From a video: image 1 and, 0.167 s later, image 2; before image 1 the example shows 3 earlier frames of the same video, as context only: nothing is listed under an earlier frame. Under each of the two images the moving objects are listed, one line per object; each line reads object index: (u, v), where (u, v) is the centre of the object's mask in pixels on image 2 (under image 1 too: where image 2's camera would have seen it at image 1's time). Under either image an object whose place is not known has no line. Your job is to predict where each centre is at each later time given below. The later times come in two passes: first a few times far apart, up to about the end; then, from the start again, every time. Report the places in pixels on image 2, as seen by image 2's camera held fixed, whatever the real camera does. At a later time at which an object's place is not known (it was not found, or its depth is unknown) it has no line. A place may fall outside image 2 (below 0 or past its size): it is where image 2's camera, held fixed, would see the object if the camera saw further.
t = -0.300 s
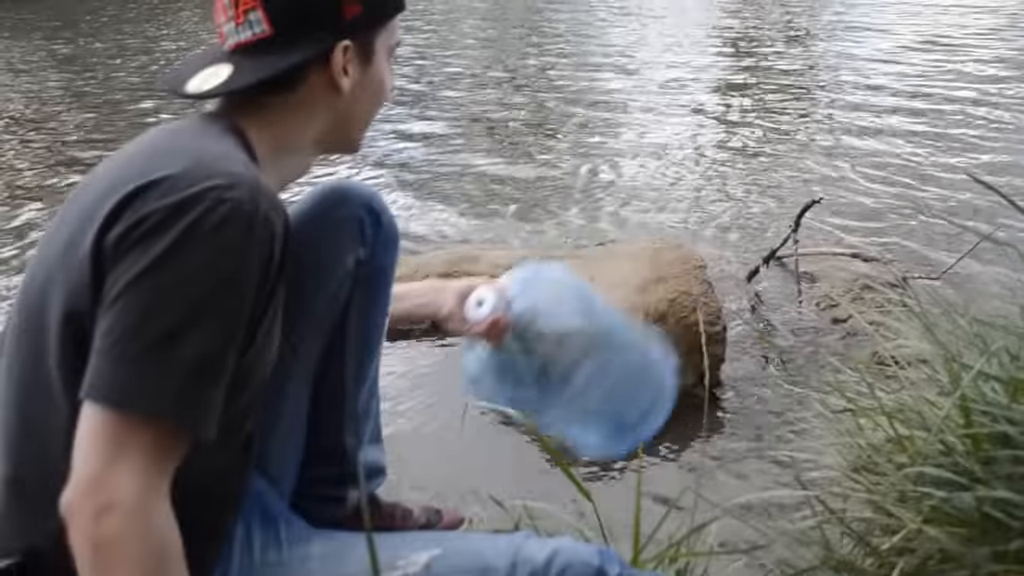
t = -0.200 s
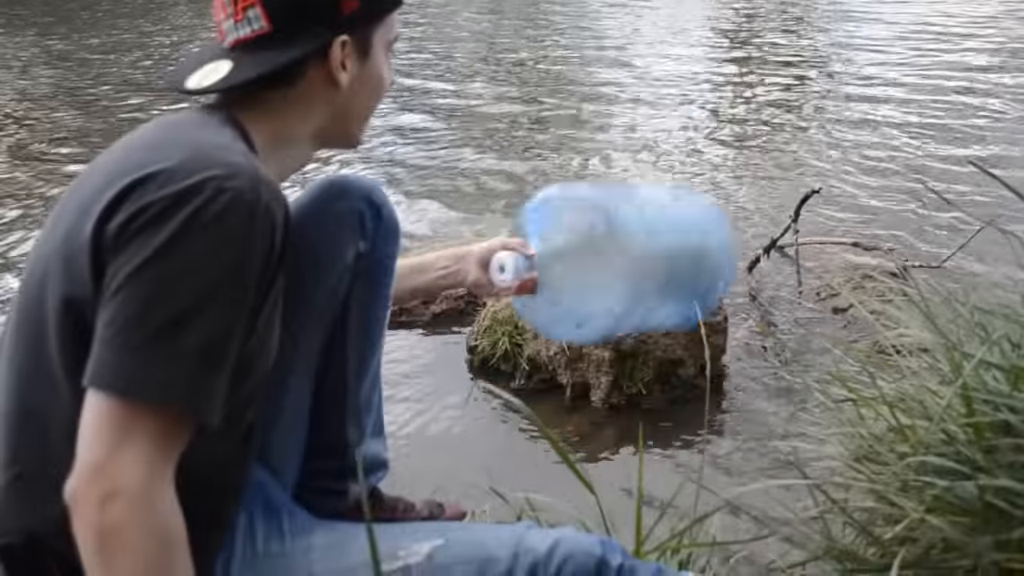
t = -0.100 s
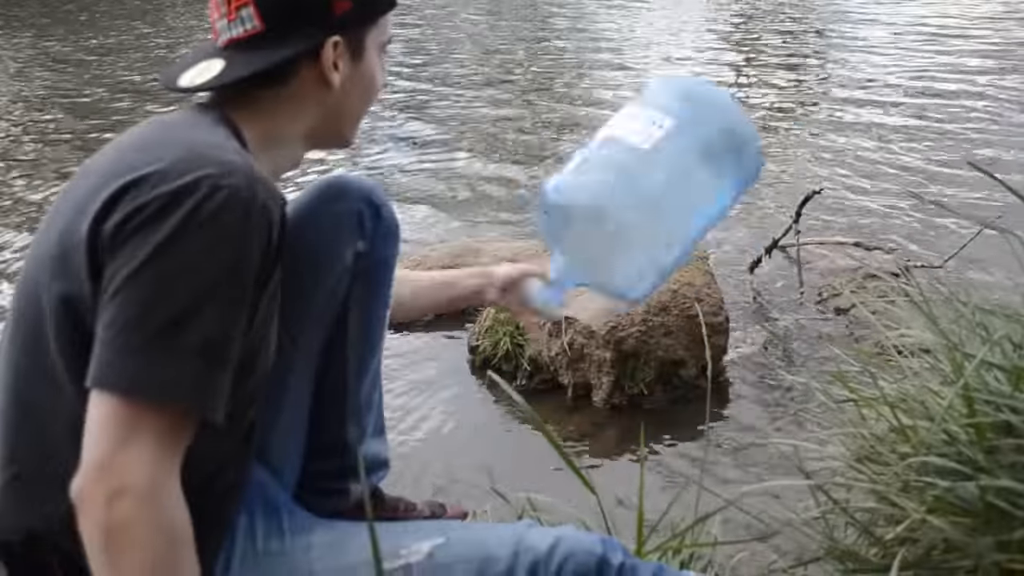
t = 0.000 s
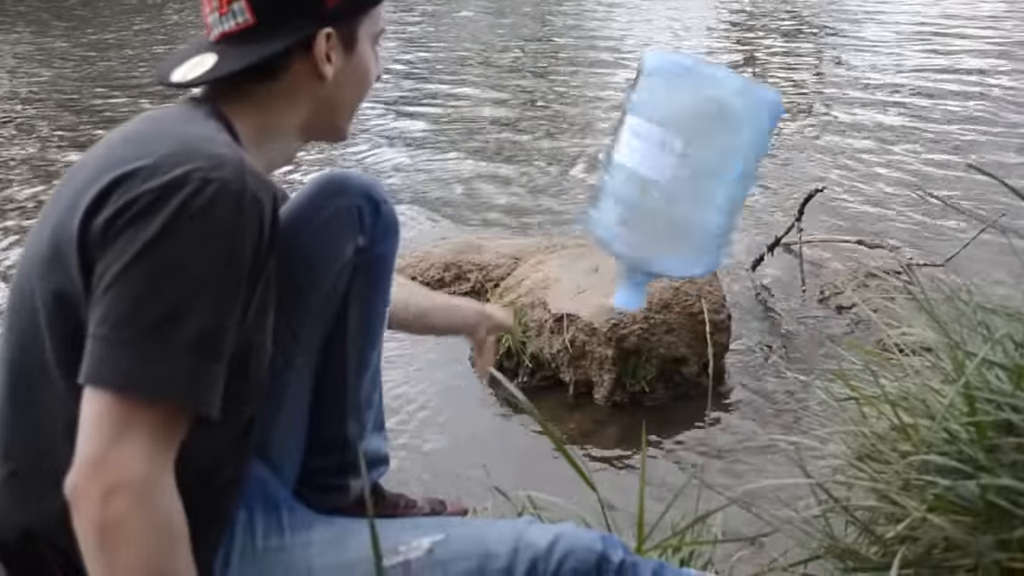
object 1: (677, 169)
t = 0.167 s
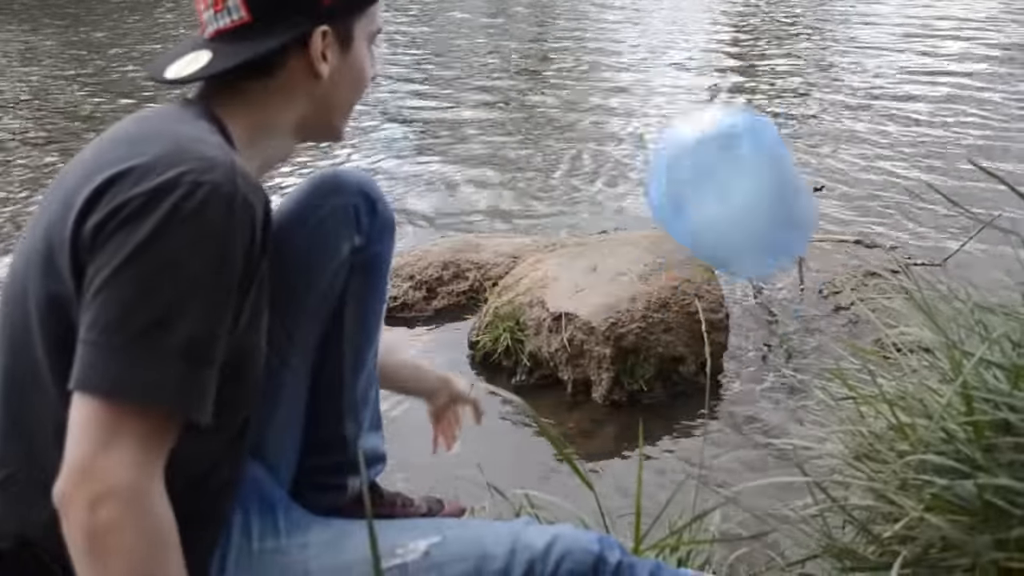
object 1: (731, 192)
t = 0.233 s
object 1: (744, 243)
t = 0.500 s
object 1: (762, 364)
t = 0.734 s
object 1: (770, 324)
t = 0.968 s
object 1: (780, 331)
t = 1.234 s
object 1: (778, 337)
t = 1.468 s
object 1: (779, 333)
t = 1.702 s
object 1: (779, 336)
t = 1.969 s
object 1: (776, 339)
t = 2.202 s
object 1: (765, 347)
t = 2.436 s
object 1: (757, 351)
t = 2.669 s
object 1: (746, 358)
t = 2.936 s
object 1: (740, 363)
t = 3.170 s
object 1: (743, 378)
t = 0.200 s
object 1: (737, 216)
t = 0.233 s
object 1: (744, 243)
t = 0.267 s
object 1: (752, 269)
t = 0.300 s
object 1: (757, 296)
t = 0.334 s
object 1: (762, 324)
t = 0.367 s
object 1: (763, 351)
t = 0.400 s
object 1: (764, 354)
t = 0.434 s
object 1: (766, 352)
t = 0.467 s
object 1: (766, 348)
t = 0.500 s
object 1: (762, 364)
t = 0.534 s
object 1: (761, 367)
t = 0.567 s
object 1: (759, 366)
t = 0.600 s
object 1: (762, 361)
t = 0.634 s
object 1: (762, 358)
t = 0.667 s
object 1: (763, 350)
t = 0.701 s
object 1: (767, 334)
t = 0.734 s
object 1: (770, 324)
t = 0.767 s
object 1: (773, 320)
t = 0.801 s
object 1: (776, 317)
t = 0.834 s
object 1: (778, 318)
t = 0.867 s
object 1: (779, 319)
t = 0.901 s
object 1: (780, 325)
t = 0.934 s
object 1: (779, 329)
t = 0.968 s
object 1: (780, 331)
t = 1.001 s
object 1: (780, 332)
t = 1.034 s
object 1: (780, 333)
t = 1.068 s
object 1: (780, 335)
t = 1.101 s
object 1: (780, 336)
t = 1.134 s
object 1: (780, 336)
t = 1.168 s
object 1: (780, 336)
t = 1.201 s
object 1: (779, 336)
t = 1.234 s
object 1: (778, 337)
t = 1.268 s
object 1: (778, 335)
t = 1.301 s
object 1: (778, 332)
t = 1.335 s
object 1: (778, 332)
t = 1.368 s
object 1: (779, 330)
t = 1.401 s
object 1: (779, 331)
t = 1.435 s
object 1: (779, 331)
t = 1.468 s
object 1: (779, 333)
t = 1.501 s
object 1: (779, 334)
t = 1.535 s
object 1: (779, 335)
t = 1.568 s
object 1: (779, 335)
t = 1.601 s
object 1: (780, 335)
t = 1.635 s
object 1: (780, 336)
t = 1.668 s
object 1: (779, 336)
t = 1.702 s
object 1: (779, 336)
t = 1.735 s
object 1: (779, 336)
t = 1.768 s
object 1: (778, 333)
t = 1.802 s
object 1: (779, 333)
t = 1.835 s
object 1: (779, 333)
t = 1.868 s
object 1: (779, 335)
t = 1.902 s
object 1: (778, 336)
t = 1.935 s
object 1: (777, 337)
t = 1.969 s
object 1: (776, 339)
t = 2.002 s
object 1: (775, 339)
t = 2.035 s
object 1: (773, 341)
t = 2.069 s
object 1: (772, 343)
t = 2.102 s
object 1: (770, 344)
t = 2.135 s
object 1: (768, 345)
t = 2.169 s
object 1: (766, 346)
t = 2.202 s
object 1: (765, 347)
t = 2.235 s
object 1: (764, 348)
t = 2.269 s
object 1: (762, 348)
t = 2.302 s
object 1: (760, 348)
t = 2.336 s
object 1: (759, 348)
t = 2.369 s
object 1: (759, 349)
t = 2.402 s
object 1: (758, 350)
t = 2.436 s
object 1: (757, 351)
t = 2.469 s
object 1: (755, 352)
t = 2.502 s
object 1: (753, 354)
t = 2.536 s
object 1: (752, 355)
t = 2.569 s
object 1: (750, 356)
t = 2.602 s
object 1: (749, 356)
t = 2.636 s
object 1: (747, 357)
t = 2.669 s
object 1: (746, 358)
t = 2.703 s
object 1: (745, 359)
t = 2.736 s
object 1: (743, 360)
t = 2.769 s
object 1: (742, 361)
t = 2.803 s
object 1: (742, 361)
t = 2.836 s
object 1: (741, 361)
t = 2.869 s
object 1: (740, 362)
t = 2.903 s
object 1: (740, 363)
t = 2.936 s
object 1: (740, 363)
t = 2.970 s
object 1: (741, 365)
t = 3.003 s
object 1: (742, 365)
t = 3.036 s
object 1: (742, 368)
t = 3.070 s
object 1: (743, 370)
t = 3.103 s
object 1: (743, 371)
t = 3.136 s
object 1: (744, 374)
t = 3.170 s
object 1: (743, 378)
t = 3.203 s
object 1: (737, 382)
